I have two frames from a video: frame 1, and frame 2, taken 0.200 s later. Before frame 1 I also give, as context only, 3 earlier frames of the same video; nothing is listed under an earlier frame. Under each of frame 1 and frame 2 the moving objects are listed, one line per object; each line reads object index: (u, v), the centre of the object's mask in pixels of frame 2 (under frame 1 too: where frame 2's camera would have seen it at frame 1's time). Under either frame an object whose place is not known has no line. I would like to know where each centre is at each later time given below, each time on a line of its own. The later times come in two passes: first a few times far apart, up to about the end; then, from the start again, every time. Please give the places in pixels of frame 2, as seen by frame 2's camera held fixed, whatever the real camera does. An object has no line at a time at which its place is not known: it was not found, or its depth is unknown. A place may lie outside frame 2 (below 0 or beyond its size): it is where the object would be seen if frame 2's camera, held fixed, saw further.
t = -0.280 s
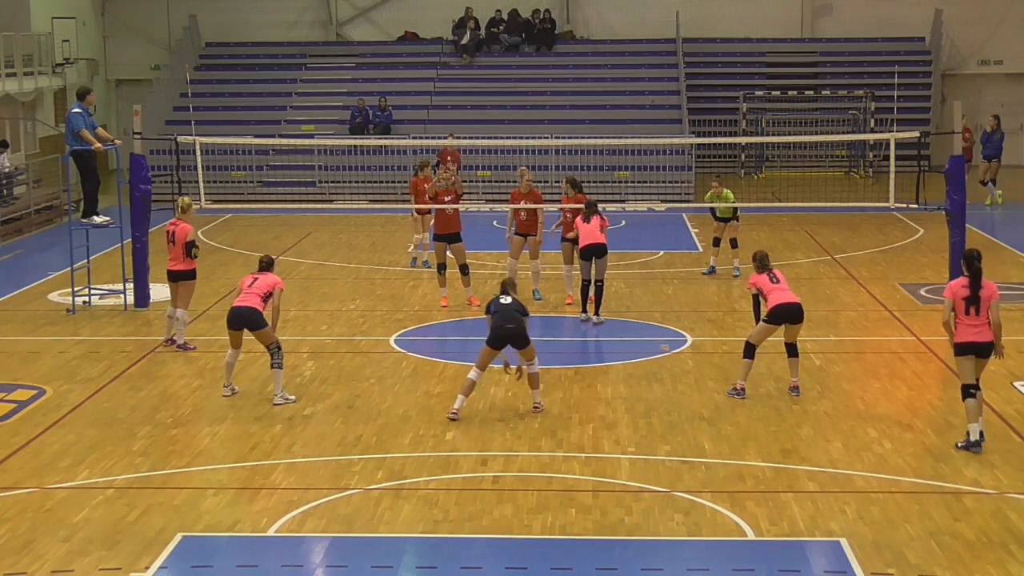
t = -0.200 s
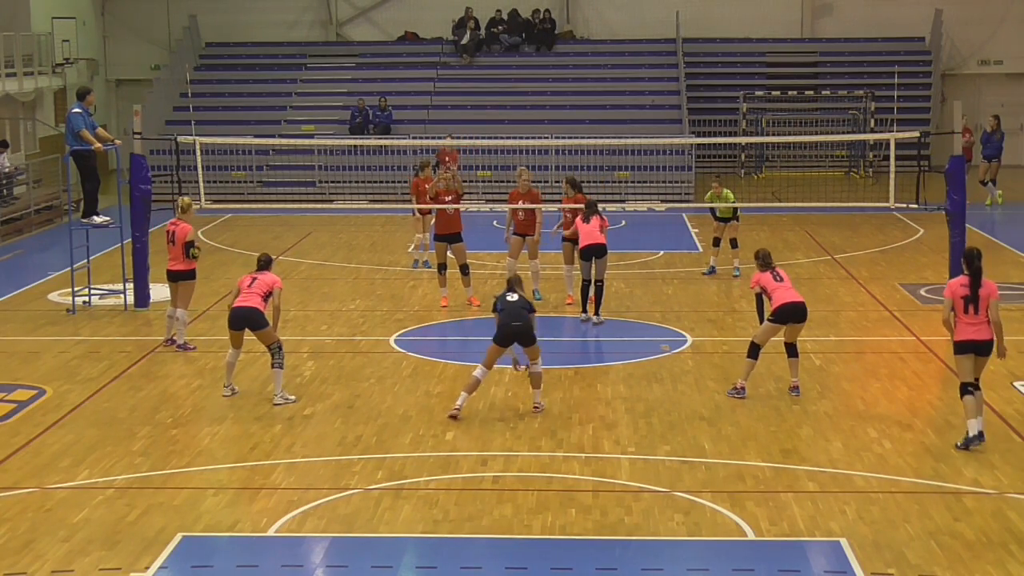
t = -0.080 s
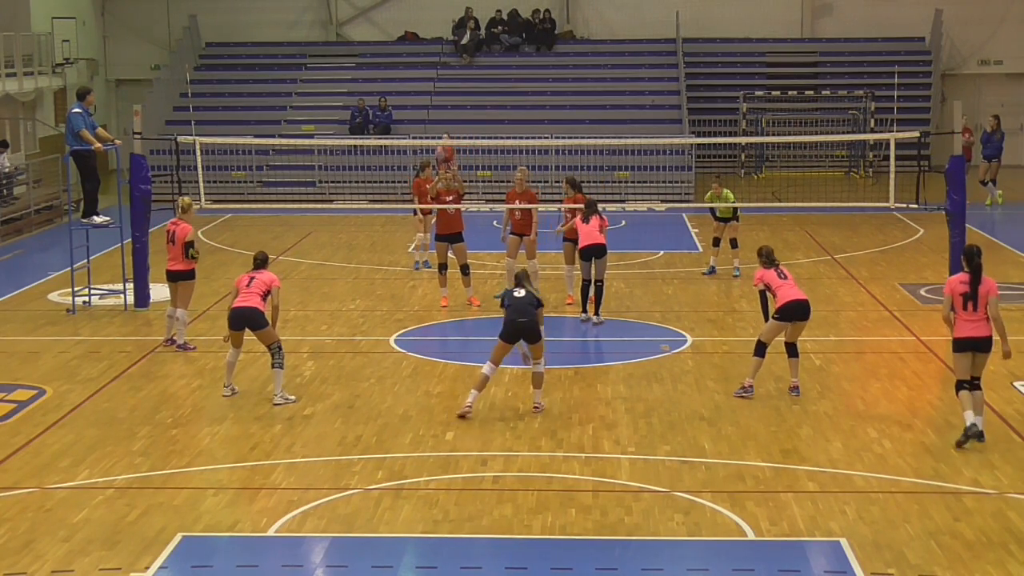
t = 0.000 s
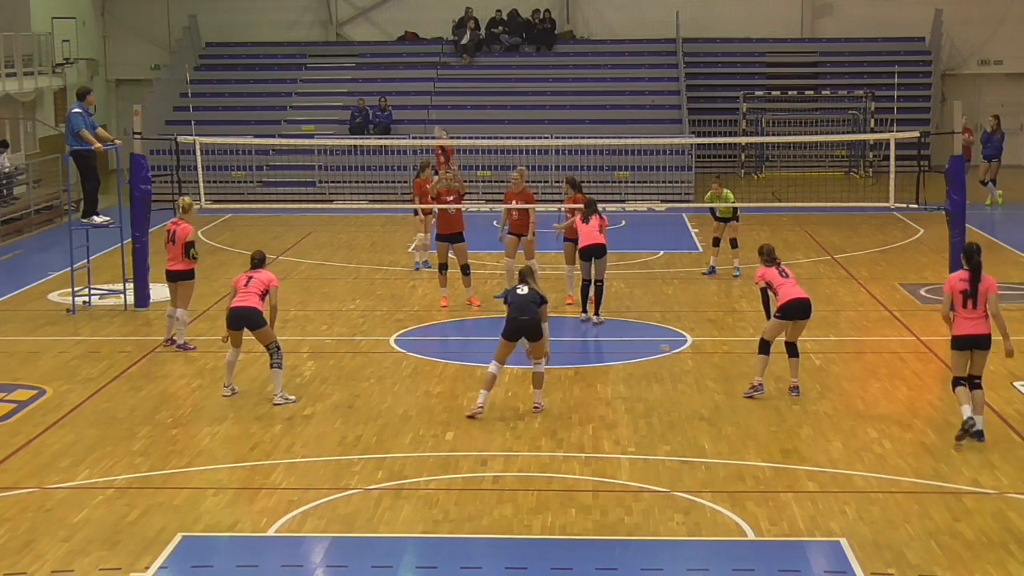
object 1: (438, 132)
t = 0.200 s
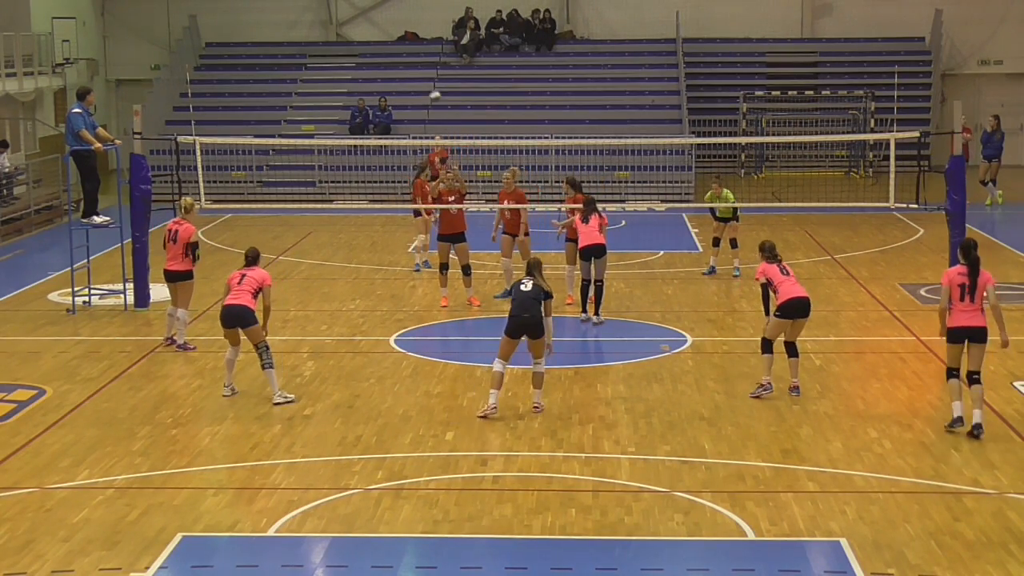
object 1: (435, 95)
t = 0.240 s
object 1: (434, 90)
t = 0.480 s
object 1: (431, 78)
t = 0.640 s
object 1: (428, 87)
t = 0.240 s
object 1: (434, 90)
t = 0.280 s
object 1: (433, 85)
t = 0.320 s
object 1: (433, 83)
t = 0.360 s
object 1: (432, 81)
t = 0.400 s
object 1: (431, 79)
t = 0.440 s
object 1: (431, 78)
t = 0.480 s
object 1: (431, 78)
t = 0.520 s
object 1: (430, 79)
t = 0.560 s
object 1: (430, 80)
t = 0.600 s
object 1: (429, 83)
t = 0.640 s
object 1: (428, 87)
